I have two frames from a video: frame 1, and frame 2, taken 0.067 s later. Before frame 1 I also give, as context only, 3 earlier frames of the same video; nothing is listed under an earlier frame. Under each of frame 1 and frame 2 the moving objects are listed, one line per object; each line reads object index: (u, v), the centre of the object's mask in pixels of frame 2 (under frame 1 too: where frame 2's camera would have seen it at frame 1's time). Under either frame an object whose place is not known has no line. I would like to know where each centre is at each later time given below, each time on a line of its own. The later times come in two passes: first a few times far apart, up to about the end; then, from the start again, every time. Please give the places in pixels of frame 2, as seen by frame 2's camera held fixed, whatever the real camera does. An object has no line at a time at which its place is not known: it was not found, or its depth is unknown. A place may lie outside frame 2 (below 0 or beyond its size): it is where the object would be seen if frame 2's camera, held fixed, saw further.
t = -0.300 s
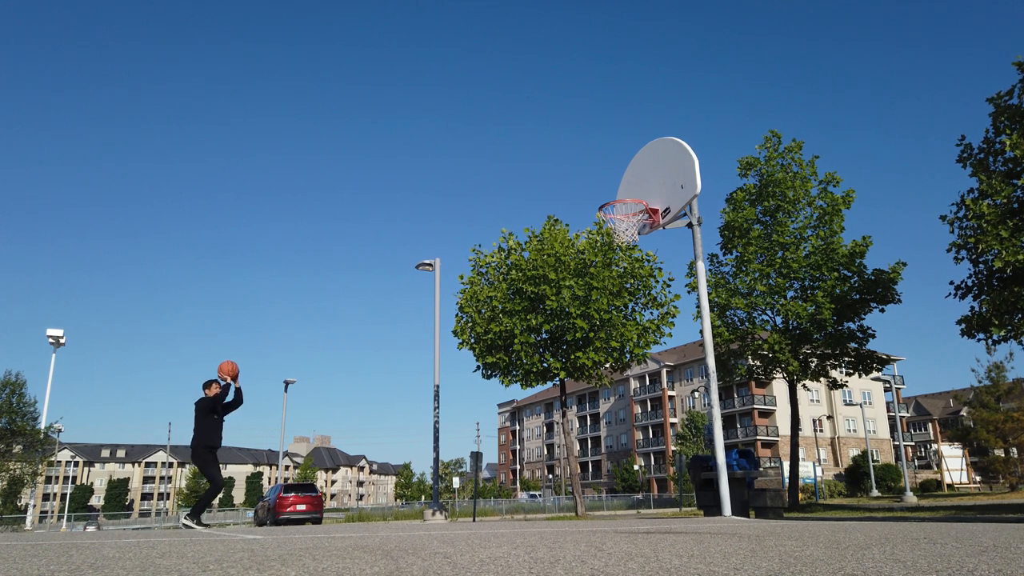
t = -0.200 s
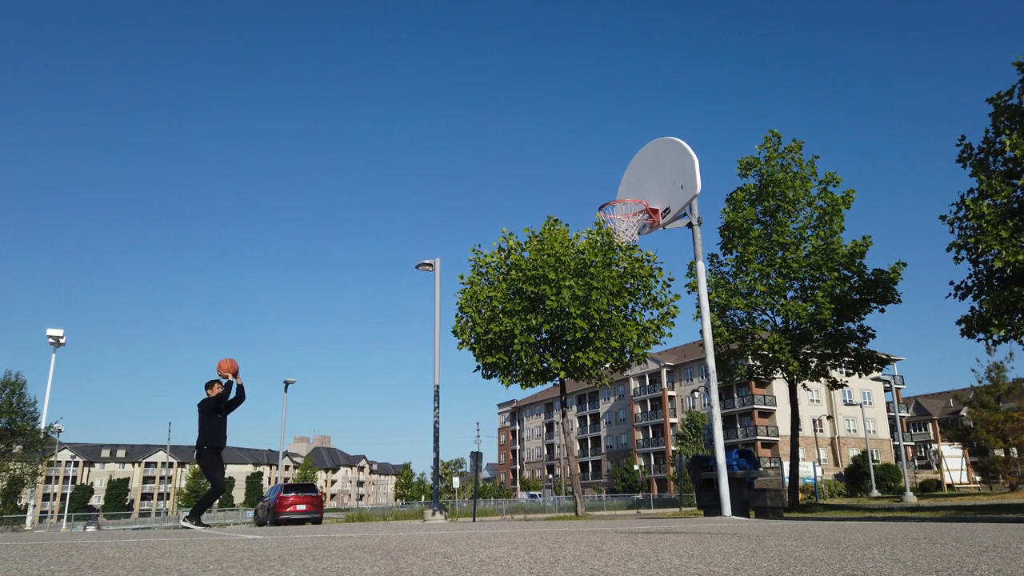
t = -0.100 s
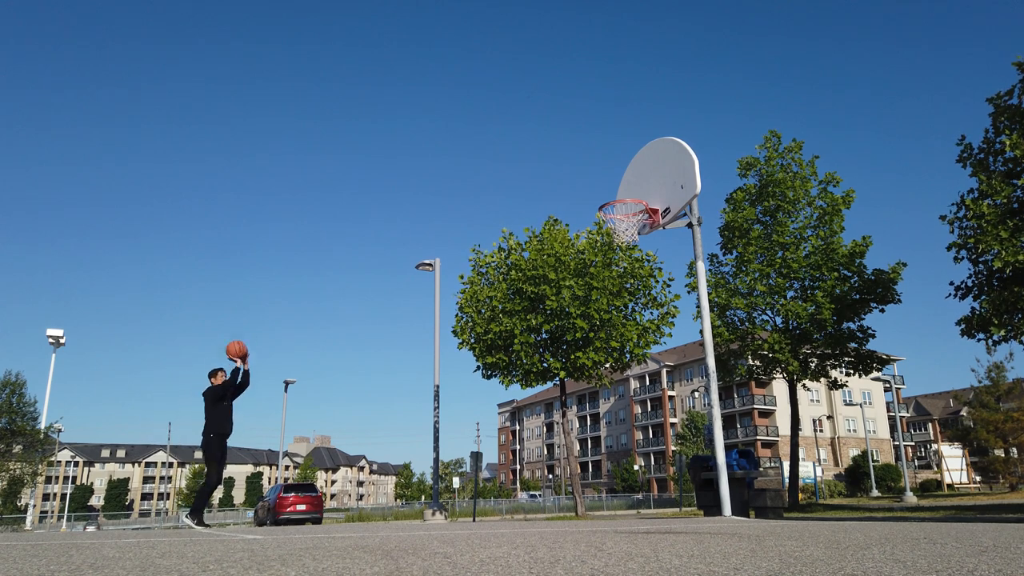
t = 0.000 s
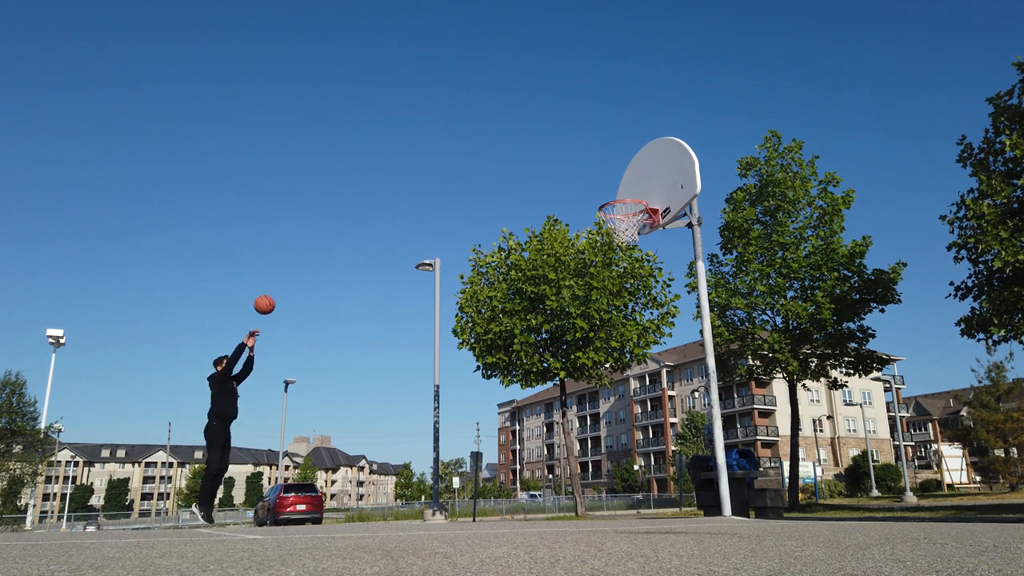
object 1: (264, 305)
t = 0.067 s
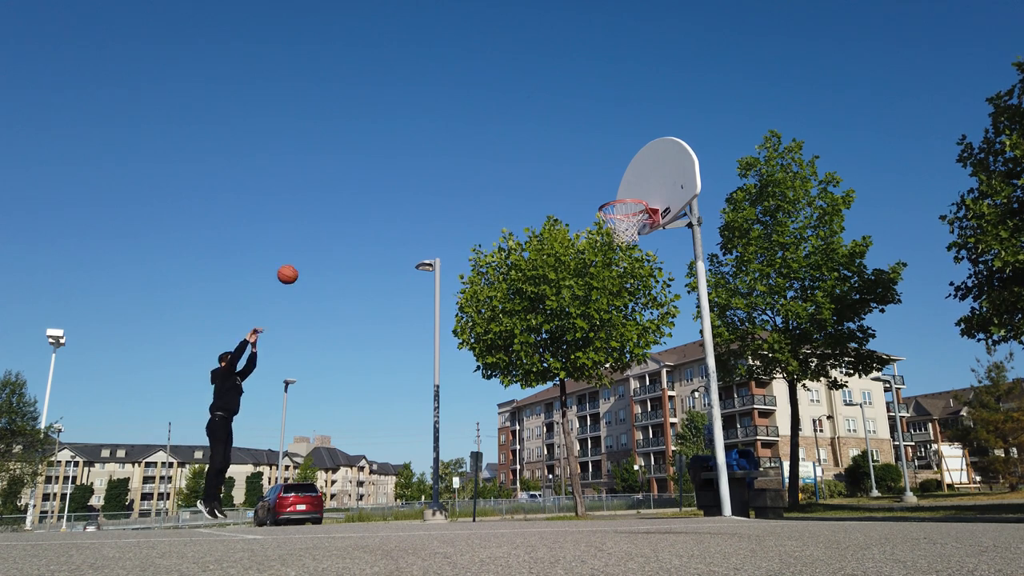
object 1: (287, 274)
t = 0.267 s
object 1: (356, 203)
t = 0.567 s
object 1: (462, 149)
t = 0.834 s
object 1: (566, 161)
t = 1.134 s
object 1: (587, 190)
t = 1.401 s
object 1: (509, 220)
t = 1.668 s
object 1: (444, 298)
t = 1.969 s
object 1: (378, 444)
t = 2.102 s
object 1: (351, 508)
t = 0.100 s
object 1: (299, 260)
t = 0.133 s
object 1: (310, 247)
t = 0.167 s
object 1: (322, 235)
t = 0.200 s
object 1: (333, 223)
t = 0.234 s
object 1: (344, 213)
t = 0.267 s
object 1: (356, 203)
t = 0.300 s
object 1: (367, 194)
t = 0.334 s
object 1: (379, 185)
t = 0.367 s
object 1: (391, 177)
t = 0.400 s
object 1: (402, 171)
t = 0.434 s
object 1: (414, 165)
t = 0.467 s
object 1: (426, 160)
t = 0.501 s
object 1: (437, 155)
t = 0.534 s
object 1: (450, 152)
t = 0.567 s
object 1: (462, 149)
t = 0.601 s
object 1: (474, 148)
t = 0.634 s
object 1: (487, 147)
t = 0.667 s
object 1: (499, 147)
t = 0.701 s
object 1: (512, 148)
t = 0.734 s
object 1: (525, 149)
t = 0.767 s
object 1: (539, 152)
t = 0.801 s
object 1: (553, 156)
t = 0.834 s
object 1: (566, 161)
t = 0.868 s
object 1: (581, 167)
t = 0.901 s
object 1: (596, 174)
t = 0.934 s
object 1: (611, 182)
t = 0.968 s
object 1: (626, 190)
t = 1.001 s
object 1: (634, 193)
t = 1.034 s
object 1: (621, 192)
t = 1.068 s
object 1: (609, 191)
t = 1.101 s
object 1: (598, 191)
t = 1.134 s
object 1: (587, 190)
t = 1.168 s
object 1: (576, 191)
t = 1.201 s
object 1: (565, 193)
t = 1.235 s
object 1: (556, 196)
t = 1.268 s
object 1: (546, 199)
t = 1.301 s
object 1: (536, 203)
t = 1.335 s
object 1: (527, 208)
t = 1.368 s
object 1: (518, 213)
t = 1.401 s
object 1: (509, 220)
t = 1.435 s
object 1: (501, 227)
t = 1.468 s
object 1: (492, 235)
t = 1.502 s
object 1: (484, 244)
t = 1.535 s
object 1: (476, 253)
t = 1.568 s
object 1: (467, 263)
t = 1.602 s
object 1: (460, 274)
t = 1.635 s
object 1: (452, 286)
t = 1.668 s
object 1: (444, 298)
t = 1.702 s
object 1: (437, 311)
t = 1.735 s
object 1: (430, 325)
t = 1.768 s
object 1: (422, 340)
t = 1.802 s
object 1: (415, 355)
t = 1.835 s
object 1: (407, 371)
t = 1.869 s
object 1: (400, 388)
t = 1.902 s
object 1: (393, 406)
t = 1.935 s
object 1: (385, 425)
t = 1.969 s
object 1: (378, 444)
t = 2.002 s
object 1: (370, 464)
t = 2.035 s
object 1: (363, 485)
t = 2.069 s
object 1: (355, 508)
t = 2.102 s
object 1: (351, 508)
